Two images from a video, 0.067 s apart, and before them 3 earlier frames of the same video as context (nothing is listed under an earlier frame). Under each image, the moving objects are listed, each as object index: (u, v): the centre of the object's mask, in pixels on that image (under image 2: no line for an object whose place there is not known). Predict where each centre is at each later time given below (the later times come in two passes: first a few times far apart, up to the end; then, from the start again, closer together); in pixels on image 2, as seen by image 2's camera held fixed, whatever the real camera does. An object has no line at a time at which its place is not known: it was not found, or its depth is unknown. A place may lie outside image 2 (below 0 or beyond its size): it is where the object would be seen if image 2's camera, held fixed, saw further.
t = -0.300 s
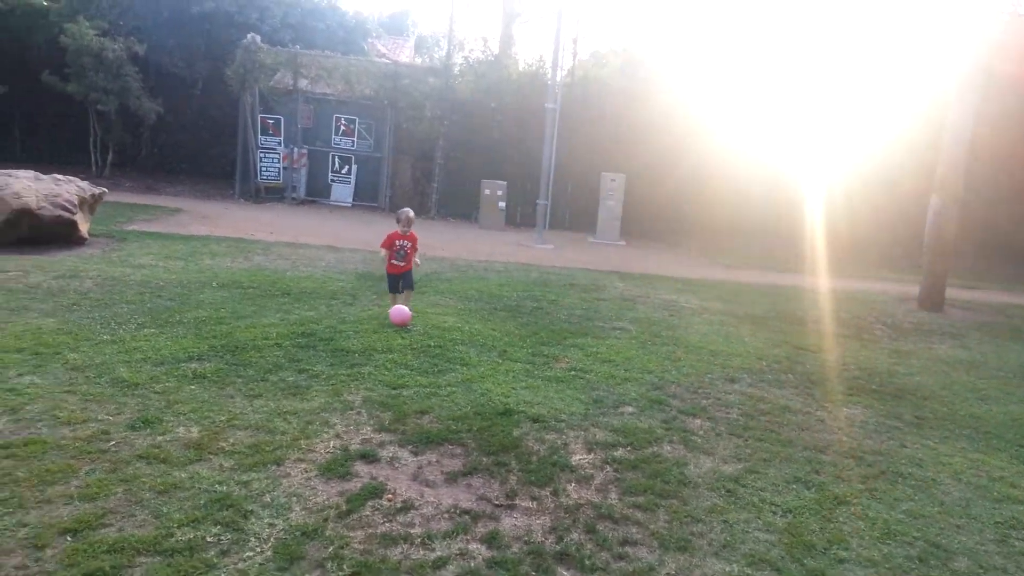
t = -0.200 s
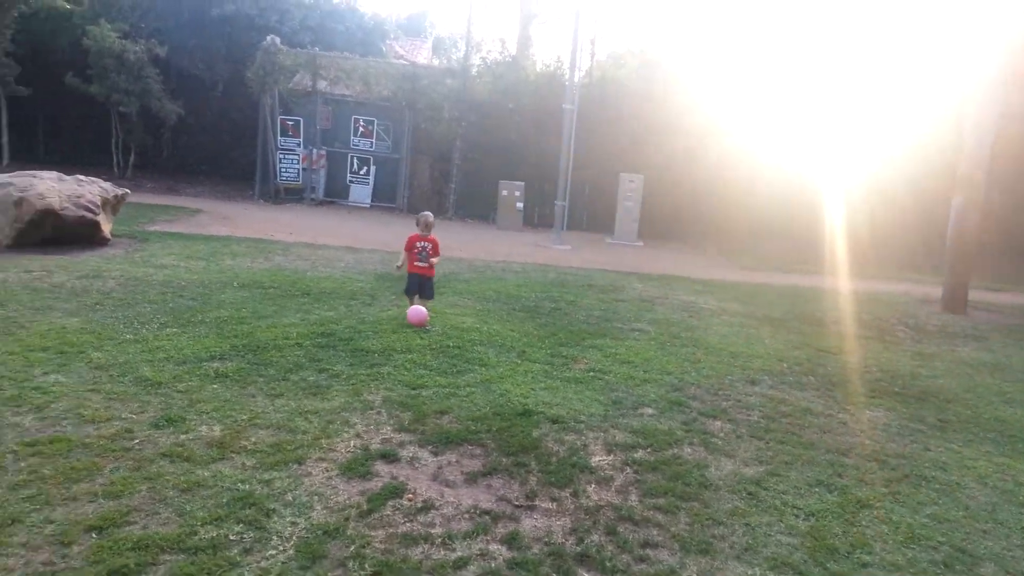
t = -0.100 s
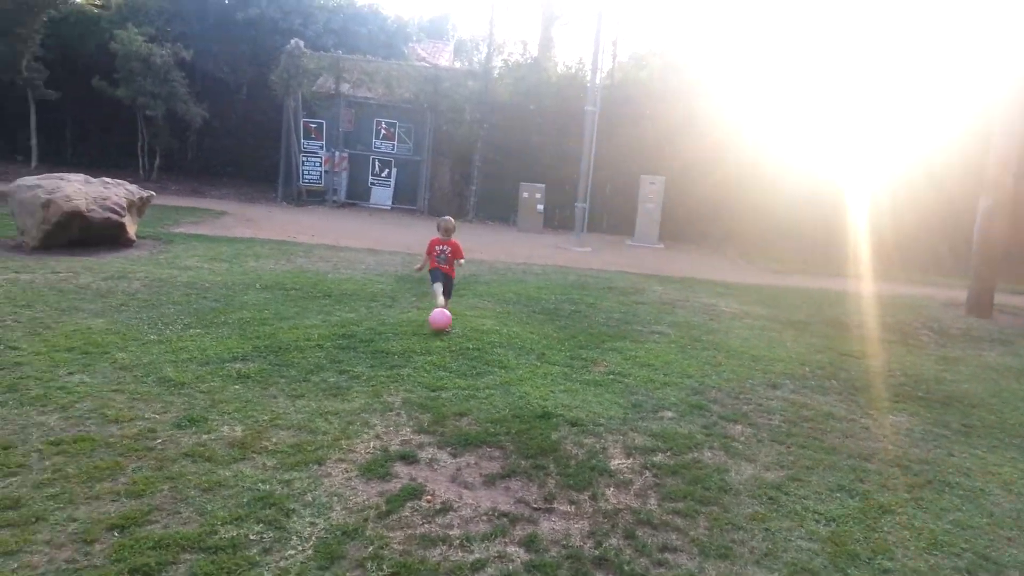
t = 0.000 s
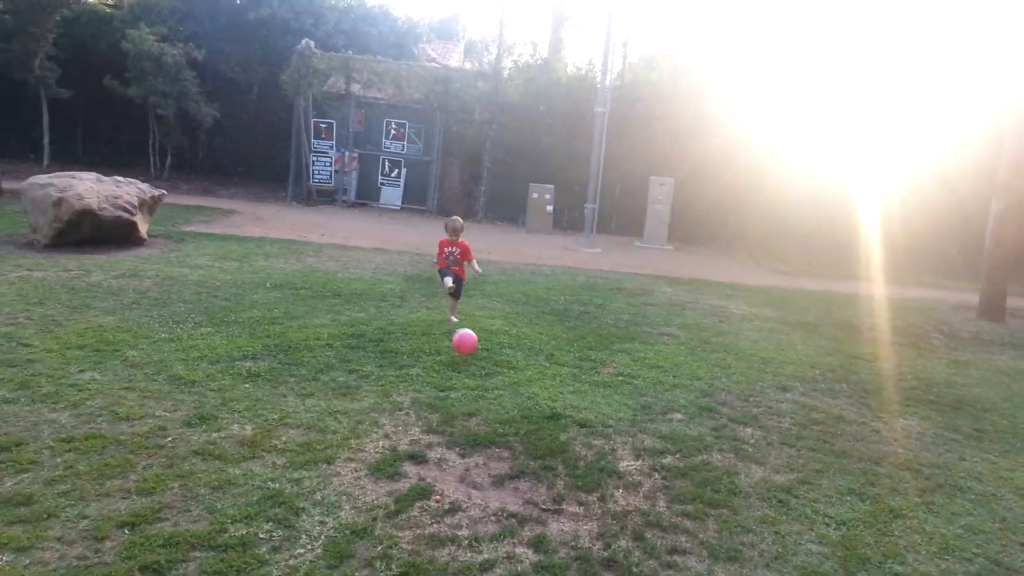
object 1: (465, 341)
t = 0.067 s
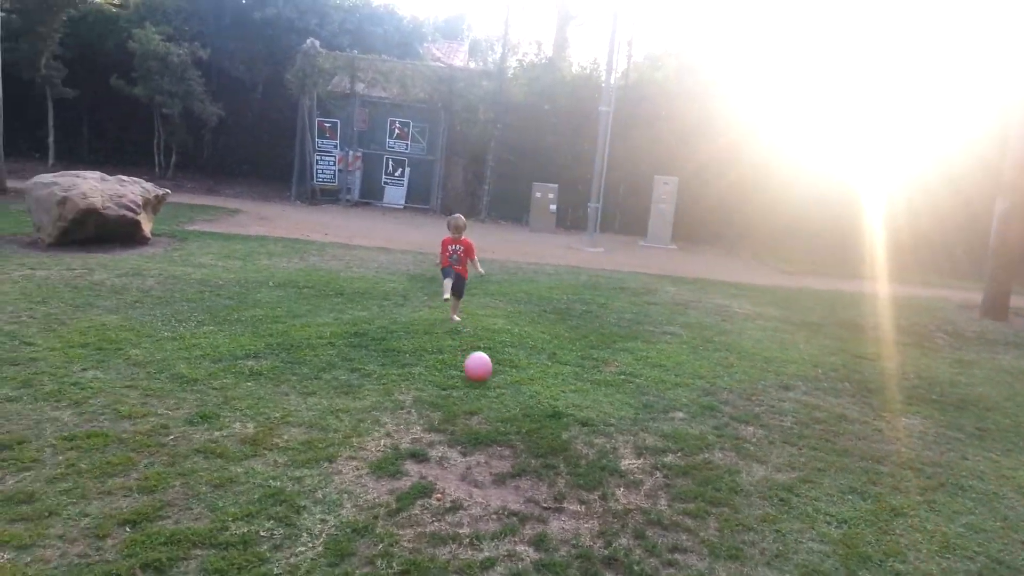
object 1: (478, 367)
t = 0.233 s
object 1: (504, 403)
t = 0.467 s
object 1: (555, 490)
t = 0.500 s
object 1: (565, 501)
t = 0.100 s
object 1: (483, 375)
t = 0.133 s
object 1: (488, 379)
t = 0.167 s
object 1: (493, 386)
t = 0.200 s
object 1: (498, 393)
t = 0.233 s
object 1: (504, 403)
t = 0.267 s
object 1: (510, 417)
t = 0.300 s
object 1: (516, 430)
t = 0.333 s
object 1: (523, 438)
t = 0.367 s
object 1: (531, 448)
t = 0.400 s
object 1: (538, 461)
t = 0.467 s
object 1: (555, 490)
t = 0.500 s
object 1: (565, 501)
